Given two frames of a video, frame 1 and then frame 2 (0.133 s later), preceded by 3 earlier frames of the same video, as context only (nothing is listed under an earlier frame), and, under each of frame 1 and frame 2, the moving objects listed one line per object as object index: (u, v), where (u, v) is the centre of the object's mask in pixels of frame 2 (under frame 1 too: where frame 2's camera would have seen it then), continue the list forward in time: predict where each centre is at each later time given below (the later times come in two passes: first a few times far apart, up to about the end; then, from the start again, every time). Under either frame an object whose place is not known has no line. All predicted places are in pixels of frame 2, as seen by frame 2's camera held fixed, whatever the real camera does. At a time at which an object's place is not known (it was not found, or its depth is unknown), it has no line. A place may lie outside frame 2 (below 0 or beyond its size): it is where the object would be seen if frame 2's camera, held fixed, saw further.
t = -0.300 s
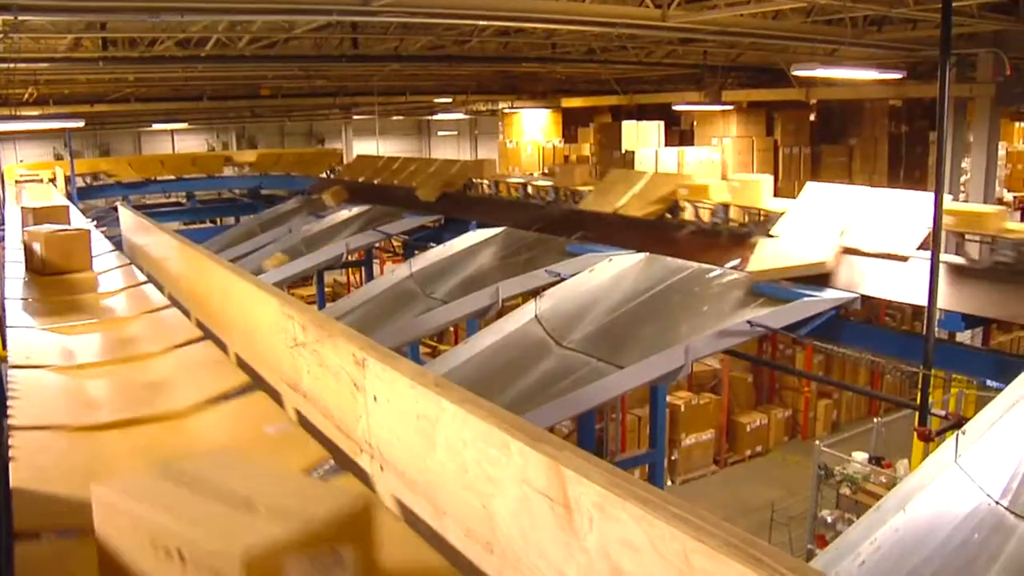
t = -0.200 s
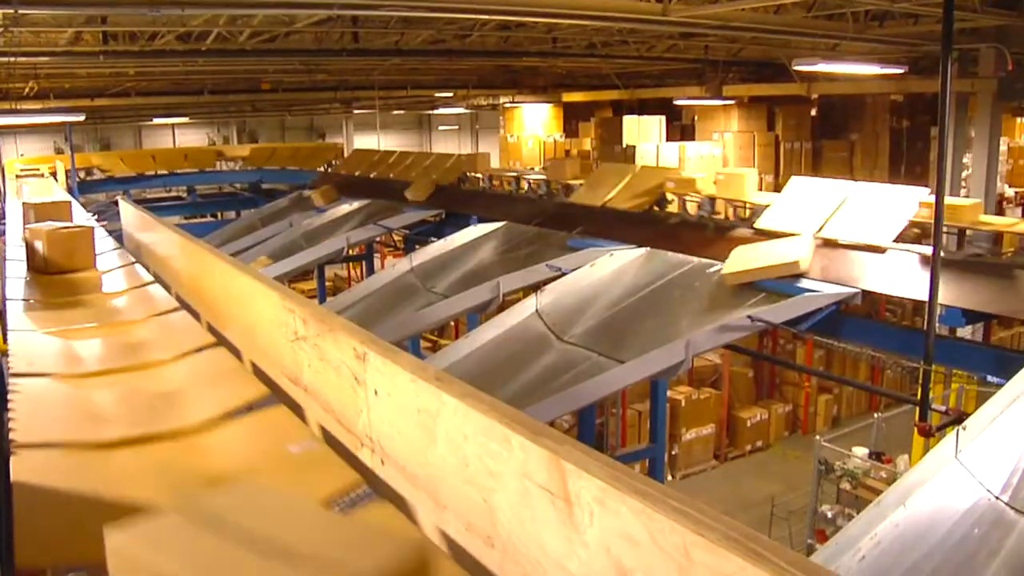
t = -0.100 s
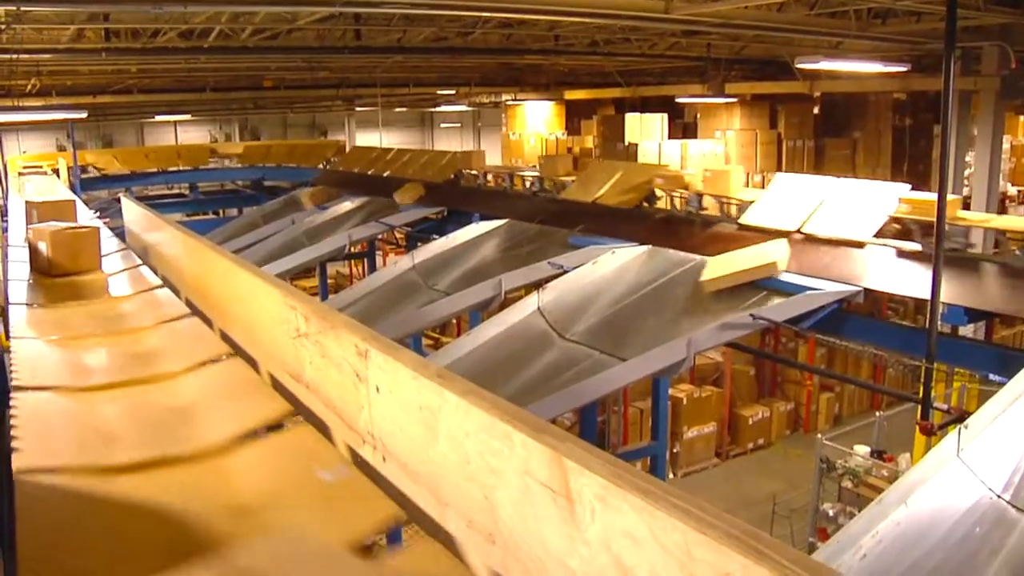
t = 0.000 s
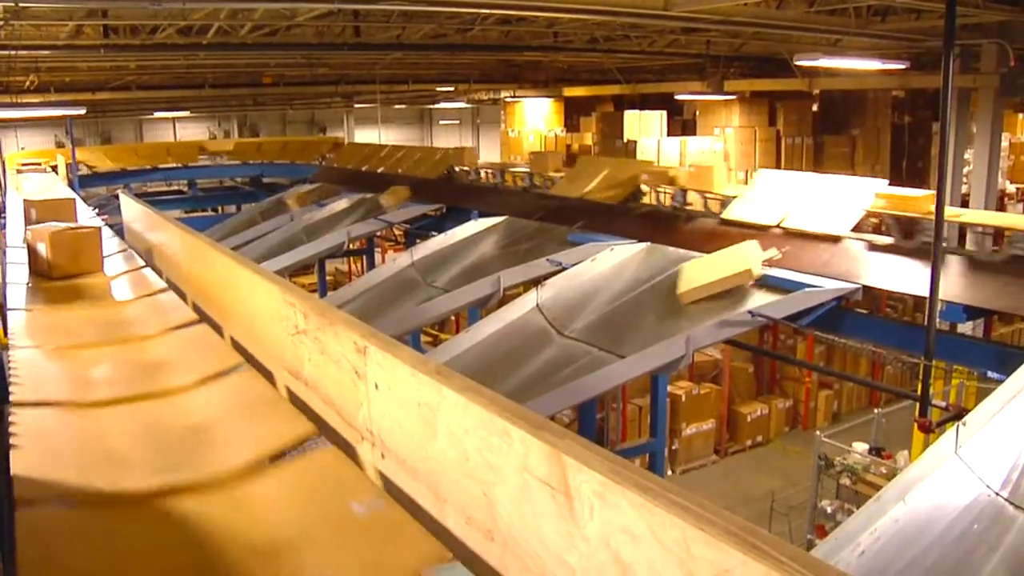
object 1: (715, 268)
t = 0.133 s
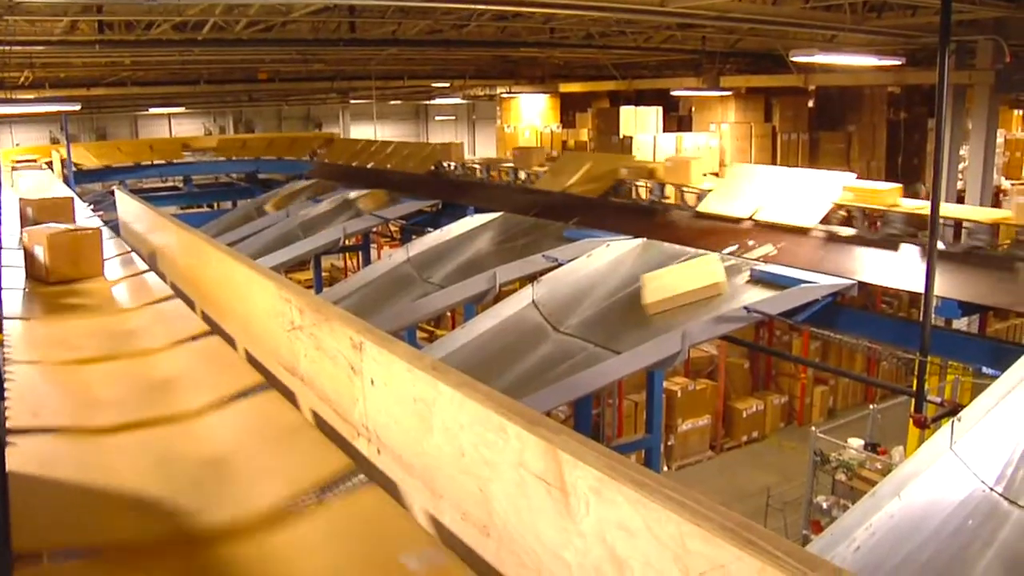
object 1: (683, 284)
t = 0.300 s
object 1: (637, 304)
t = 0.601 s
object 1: (549, 353)
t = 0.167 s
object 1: (674, 287)
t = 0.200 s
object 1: (665, 291)
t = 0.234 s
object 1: (656, 295)
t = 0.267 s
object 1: (647, 300)
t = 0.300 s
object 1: (637, 304)
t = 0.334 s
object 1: (628, 309)
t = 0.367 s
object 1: (620, 314)
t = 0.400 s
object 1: (610, 319)
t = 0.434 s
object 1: (600, 324)
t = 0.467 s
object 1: (590, 330)
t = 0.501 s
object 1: (580, 335)
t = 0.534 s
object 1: (570, 341)
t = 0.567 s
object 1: (560, 347)
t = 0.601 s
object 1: (549, 353)
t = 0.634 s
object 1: (538, 360)
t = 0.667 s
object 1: (529, 365)
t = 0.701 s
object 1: (523, 368)
